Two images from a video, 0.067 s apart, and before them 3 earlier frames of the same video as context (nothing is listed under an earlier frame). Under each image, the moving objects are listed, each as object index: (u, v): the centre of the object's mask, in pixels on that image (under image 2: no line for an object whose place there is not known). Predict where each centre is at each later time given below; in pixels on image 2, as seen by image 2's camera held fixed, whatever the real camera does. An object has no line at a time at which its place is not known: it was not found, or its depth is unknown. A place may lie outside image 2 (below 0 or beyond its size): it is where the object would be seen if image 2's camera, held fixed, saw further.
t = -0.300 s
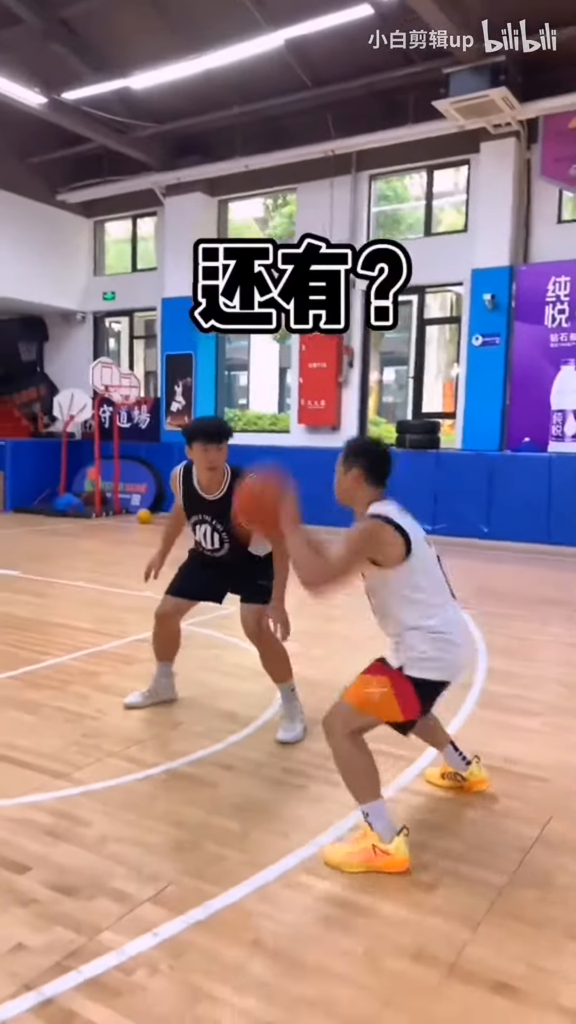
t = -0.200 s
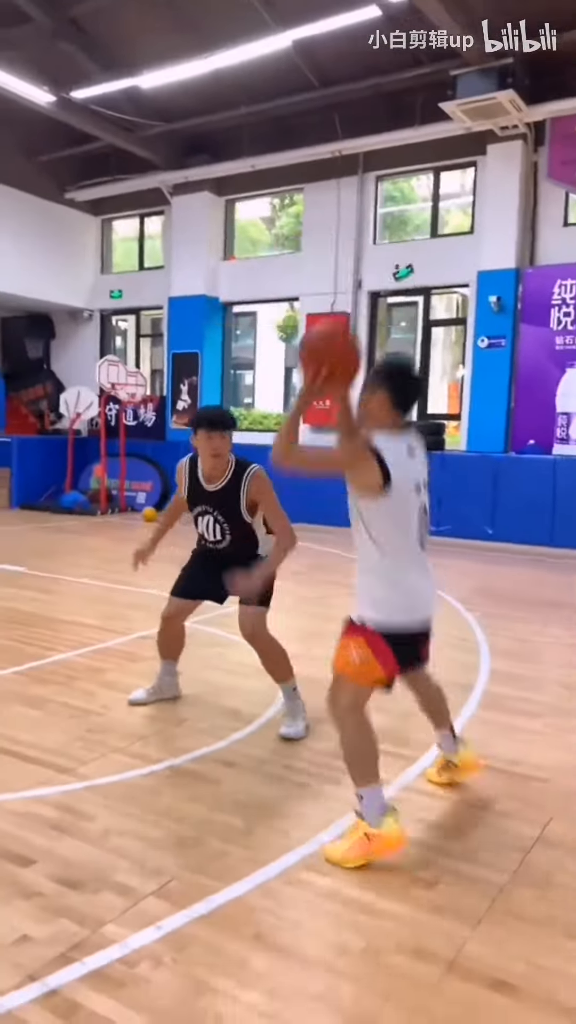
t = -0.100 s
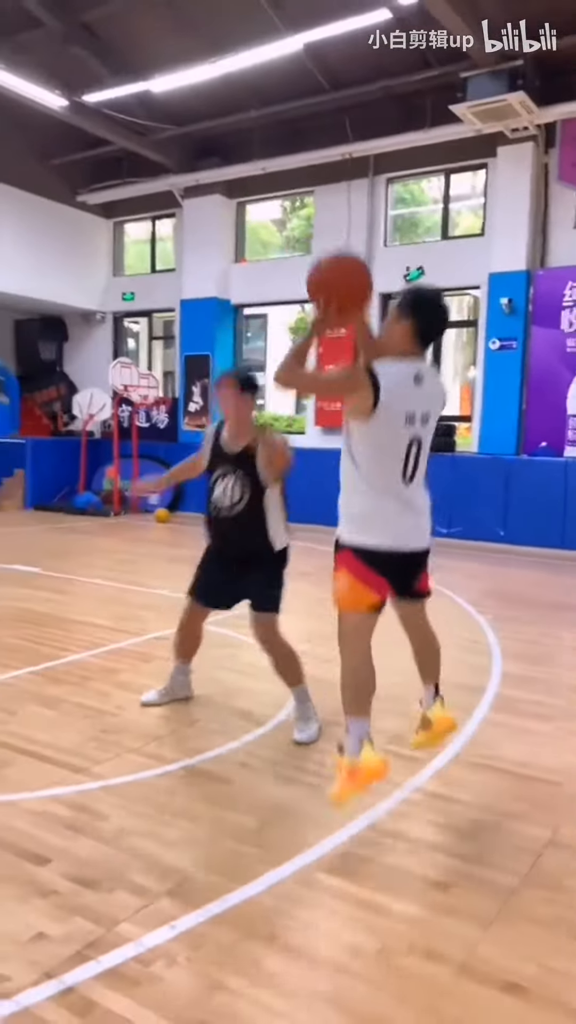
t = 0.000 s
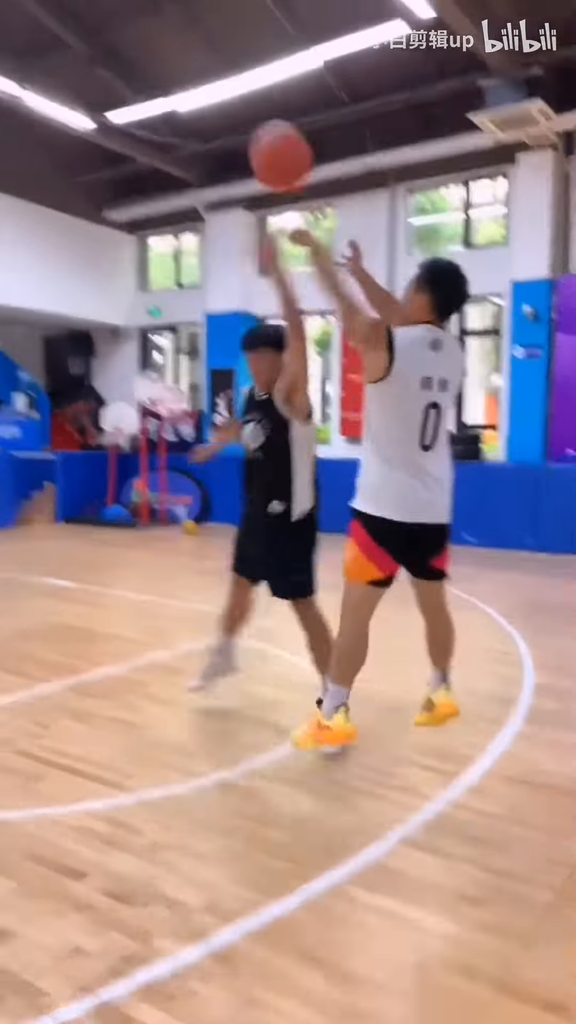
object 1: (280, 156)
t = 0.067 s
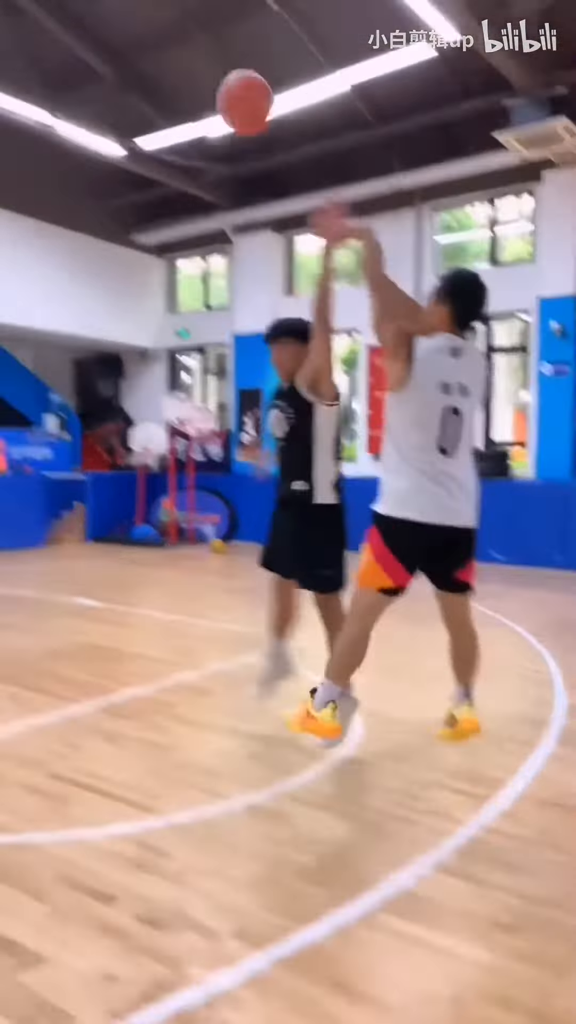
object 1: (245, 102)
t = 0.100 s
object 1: (217, 72)
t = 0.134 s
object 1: (190, 45)
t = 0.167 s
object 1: (164, 22)
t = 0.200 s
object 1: (141, 2)
